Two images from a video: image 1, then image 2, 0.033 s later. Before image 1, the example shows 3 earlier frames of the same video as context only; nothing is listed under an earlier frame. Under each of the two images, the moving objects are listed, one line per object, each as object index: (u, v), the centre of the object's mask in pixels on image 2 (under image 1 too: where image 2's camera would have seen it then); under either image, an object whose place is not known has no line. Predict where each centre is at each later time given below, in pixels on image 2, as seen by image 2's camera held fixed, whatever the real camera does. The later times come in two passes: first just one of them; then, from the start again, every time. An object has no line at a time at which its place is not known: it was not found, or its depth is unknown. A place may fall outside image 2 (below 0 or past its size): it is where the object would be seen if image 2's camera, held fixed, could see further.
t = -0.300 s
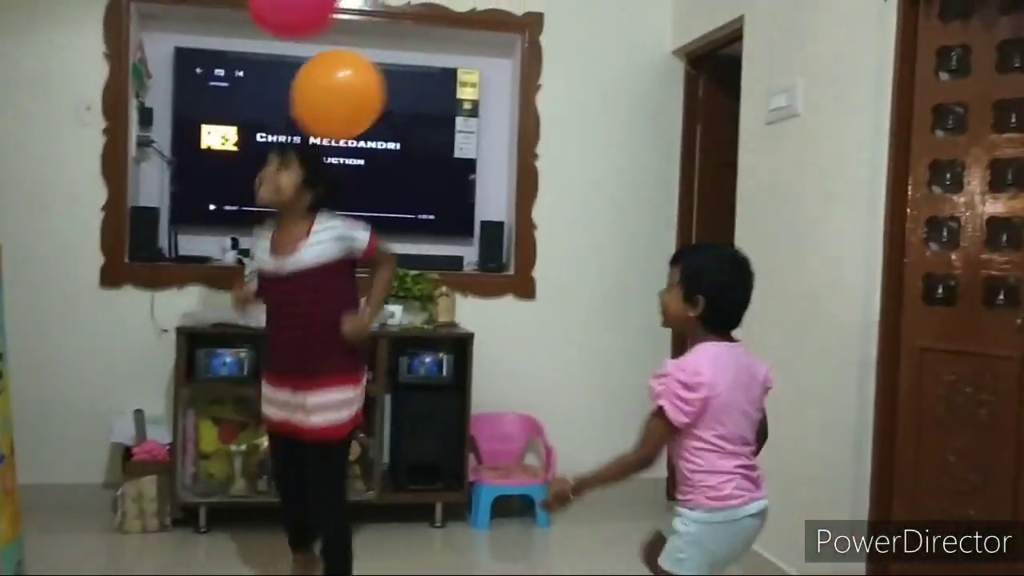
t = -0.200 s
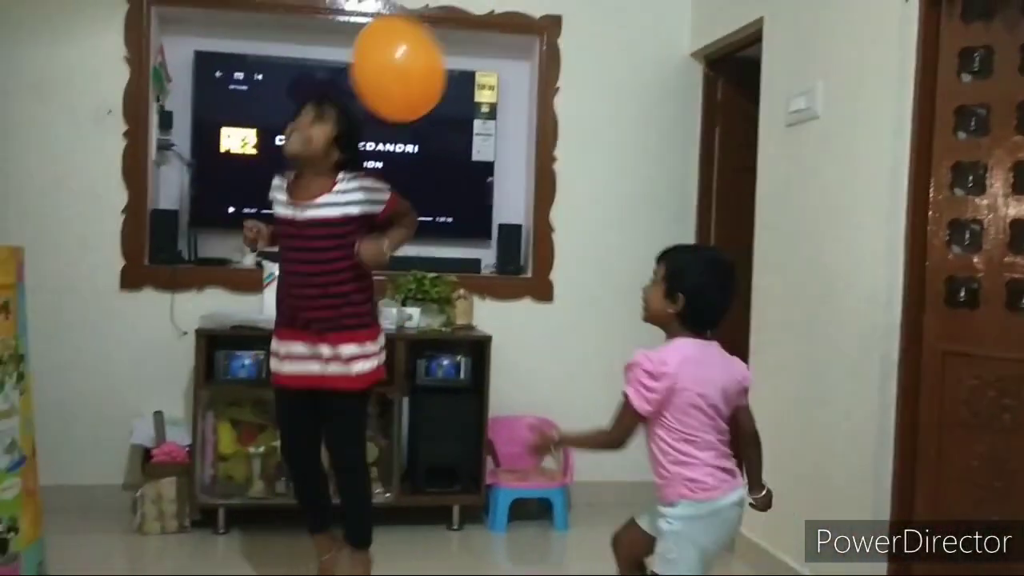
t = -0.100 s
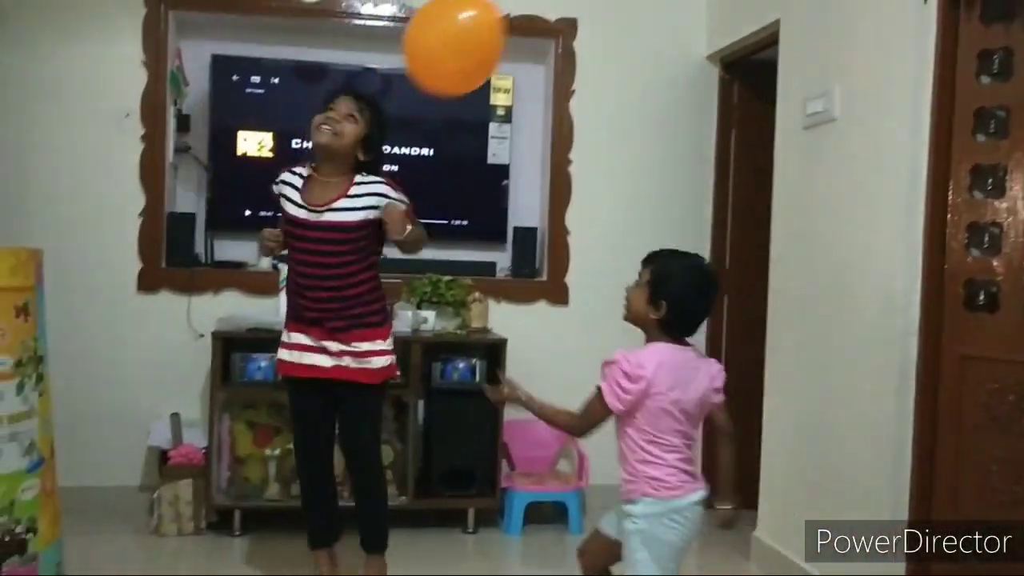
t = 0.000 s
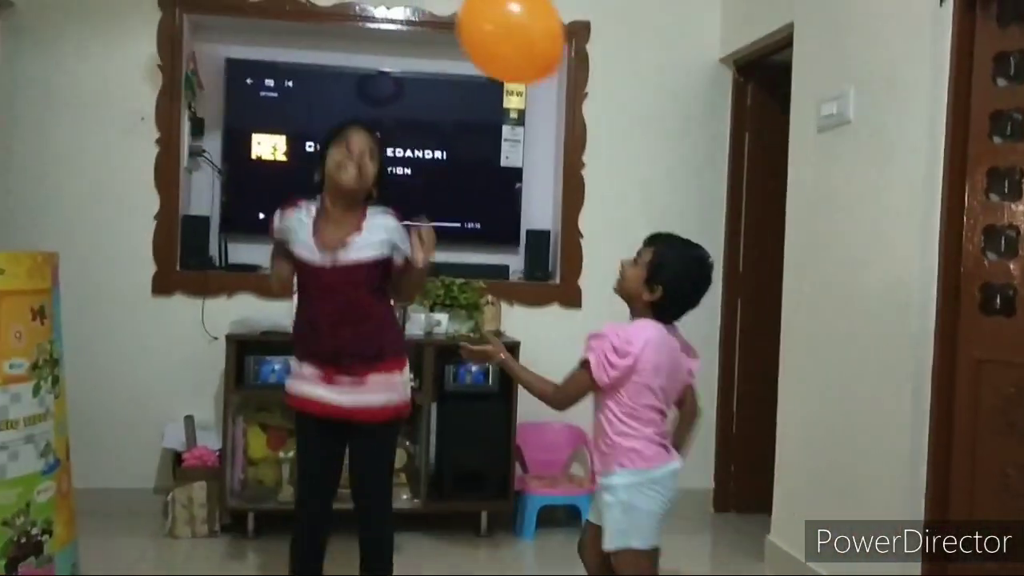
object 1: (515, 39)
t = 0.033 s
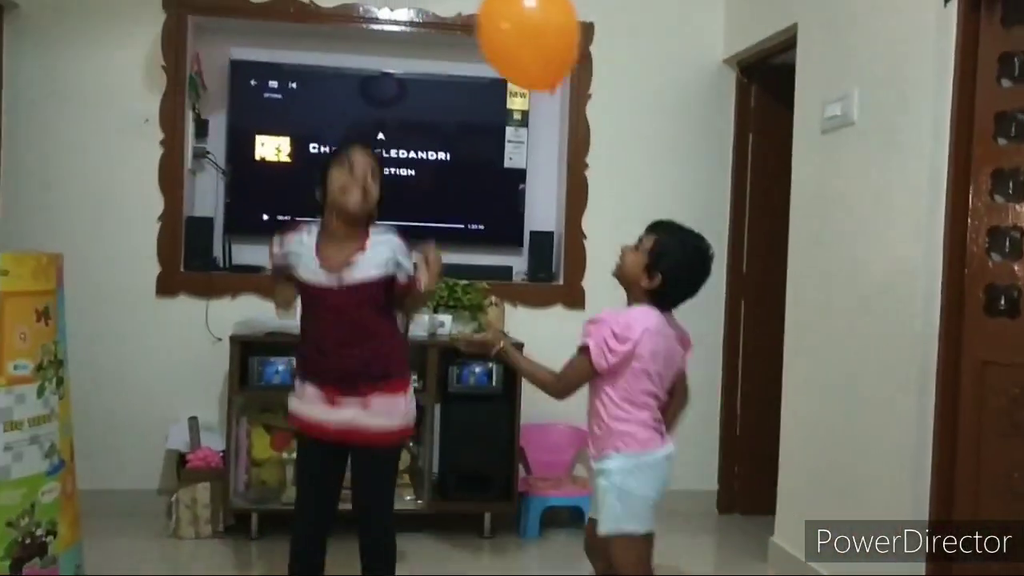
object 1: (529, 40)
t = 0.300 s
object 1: (619, 77)
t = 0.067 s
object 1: (541, 41)
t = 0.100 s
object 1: (554, 41)
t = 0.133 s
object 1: (566, 41)
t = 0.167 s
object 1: (578, 43)
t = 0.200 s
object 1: (589, 48)
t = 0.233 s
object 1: (599, 56)
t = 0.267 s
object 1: (609, 66)
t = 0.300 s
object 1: (619, 77)
